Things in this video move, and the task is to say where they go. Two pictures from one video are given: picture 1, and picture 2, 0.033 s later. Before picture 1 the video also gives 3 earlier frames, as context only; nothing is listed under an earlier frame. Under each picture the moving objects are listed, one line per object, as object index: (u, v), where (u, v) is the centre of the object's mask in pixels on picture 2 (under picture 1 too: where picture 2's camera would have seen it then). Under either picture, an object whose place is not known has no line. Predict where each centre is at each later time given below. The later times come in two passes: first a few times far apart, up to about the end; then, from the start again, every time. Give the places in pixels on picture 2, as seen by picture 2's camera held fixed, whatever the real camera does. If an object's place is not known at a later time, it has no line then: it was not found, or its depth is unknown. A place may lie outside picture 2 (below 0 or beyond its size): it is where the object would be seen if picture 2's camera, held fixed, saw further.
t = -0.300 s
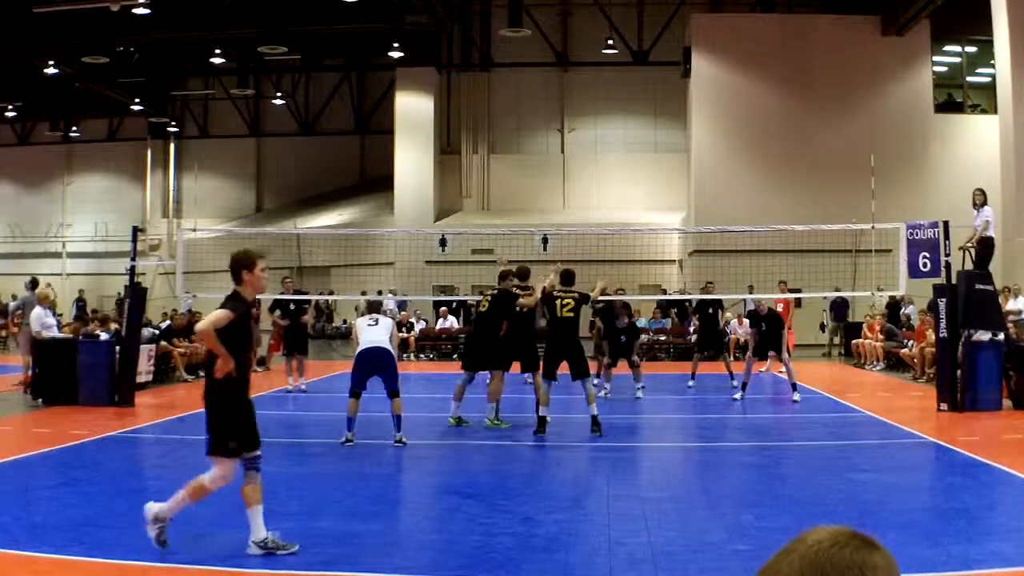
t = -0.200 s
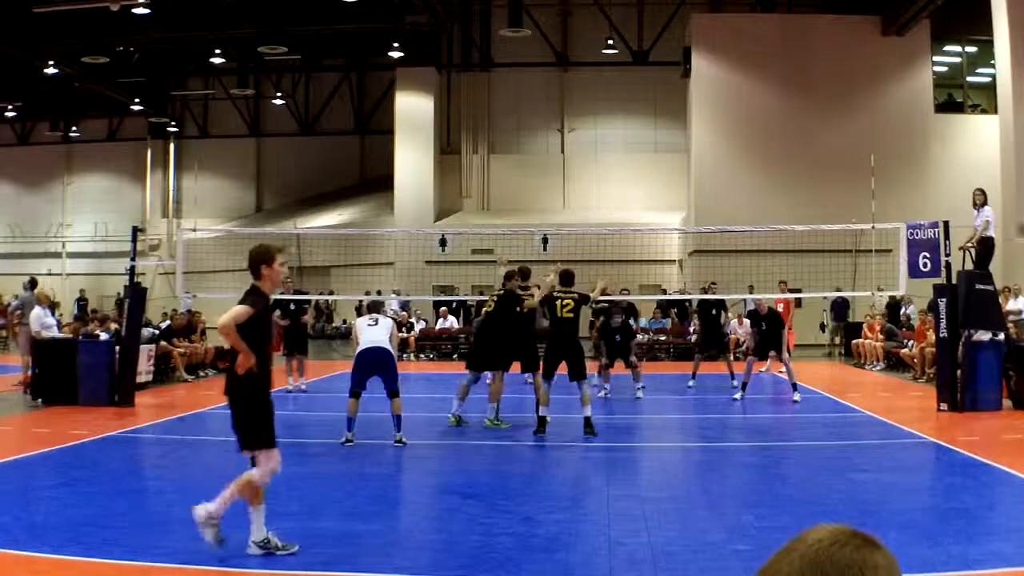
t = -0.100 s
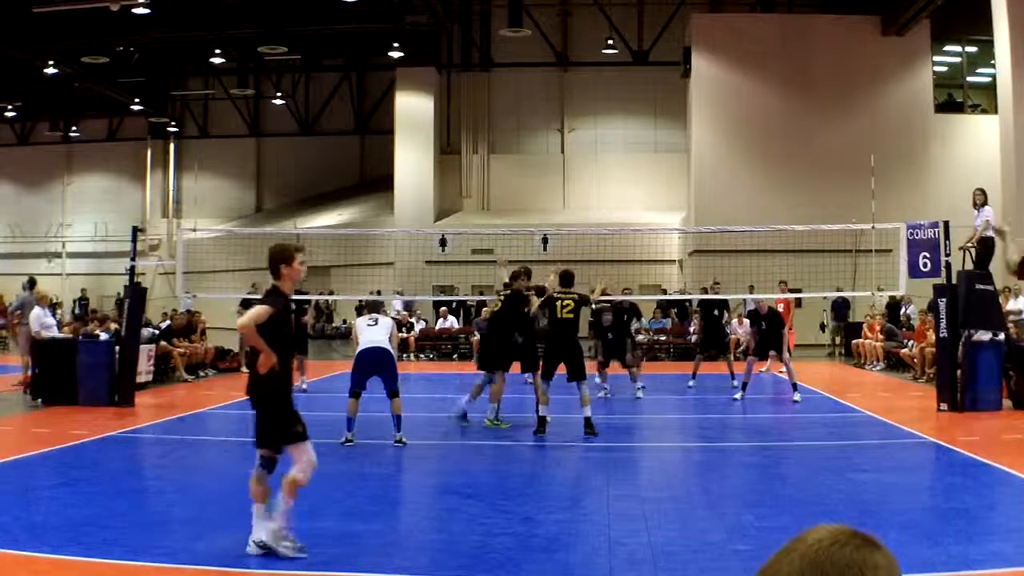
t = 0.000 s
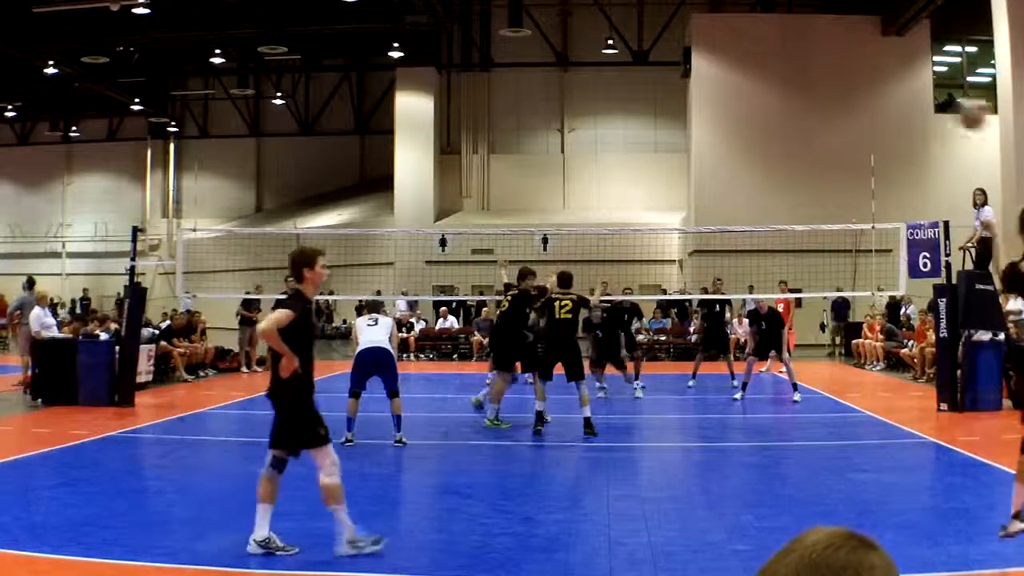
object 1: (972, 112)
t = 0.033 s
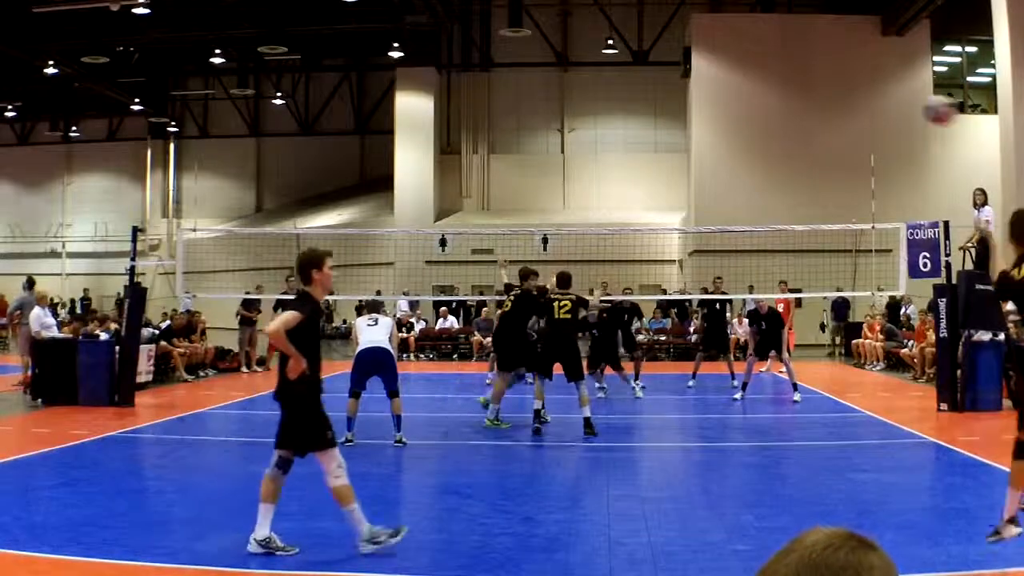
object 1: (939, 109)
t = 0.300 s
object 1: (779, 135)
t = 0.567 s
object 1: (700, 204)
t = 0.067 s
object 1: (908, 106)
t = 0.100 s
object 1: (882, 106)
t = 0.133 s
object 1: (857, 103)
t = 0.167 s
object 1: (841, 109)
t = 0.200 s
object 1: (823, 113)
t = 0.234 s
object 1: (807, 120)
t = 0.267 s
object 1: (793, 127)
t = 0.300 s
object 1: (779, 135)
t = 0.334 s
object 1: (768, 141)
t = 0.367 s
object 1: (757, 150)
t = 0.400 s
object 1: (746, 160)
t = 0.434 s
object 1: (734, 169)
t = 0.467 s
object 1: (725, 177)
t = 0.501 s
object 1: (717, 187)
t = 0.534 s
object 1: (707, 196)
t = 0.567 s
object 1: (700, 204)
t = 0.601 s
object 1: (694, 214)
